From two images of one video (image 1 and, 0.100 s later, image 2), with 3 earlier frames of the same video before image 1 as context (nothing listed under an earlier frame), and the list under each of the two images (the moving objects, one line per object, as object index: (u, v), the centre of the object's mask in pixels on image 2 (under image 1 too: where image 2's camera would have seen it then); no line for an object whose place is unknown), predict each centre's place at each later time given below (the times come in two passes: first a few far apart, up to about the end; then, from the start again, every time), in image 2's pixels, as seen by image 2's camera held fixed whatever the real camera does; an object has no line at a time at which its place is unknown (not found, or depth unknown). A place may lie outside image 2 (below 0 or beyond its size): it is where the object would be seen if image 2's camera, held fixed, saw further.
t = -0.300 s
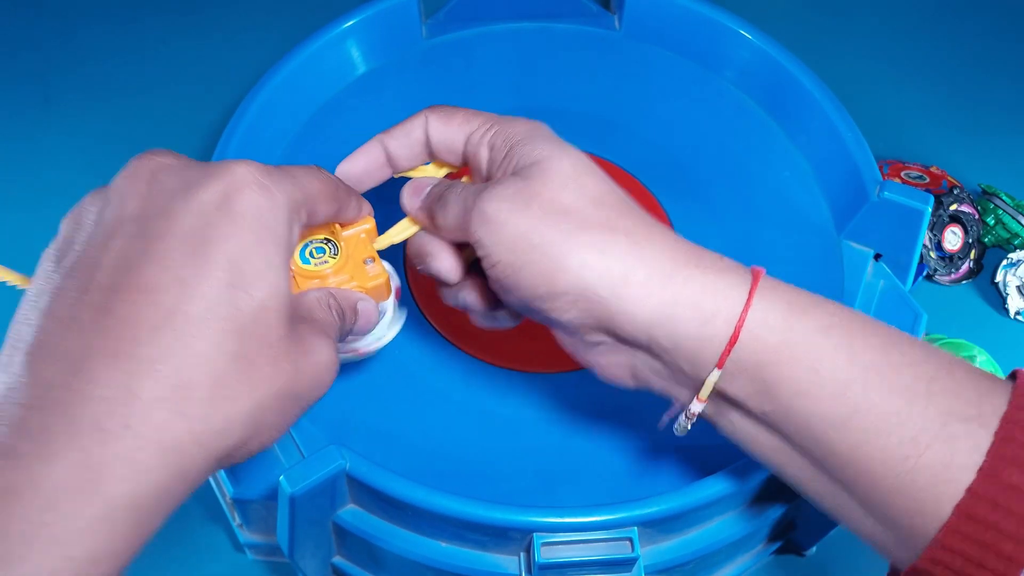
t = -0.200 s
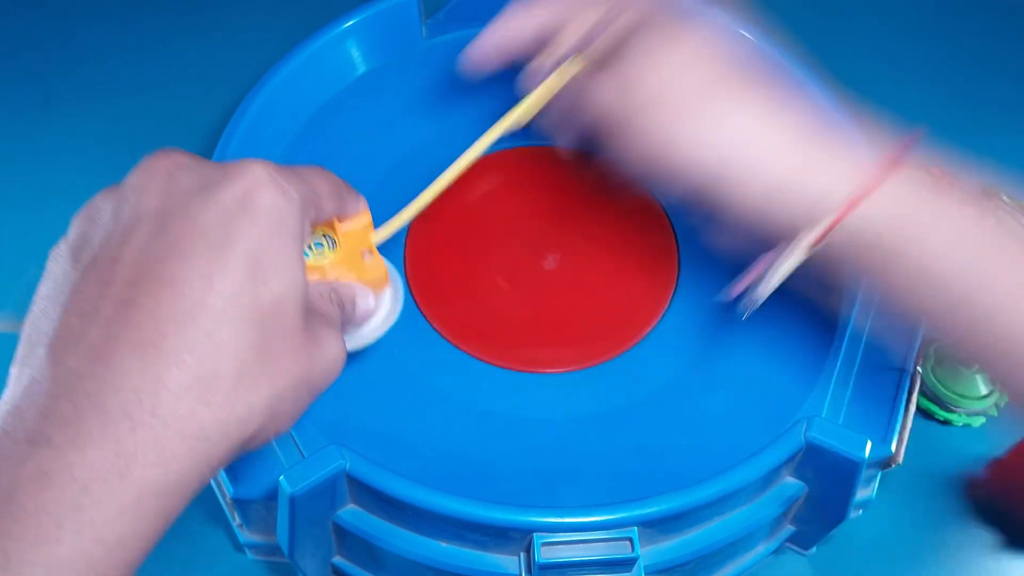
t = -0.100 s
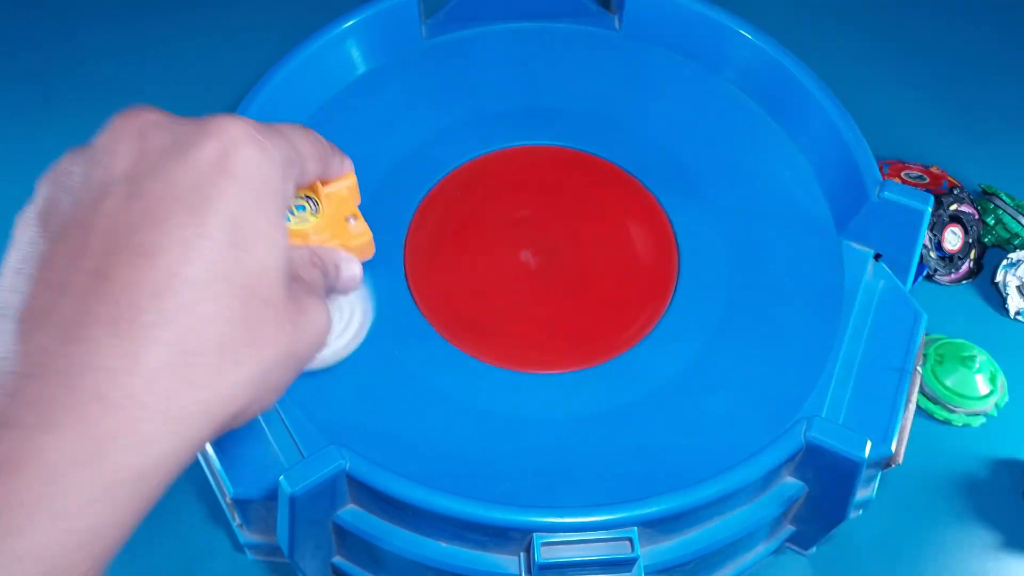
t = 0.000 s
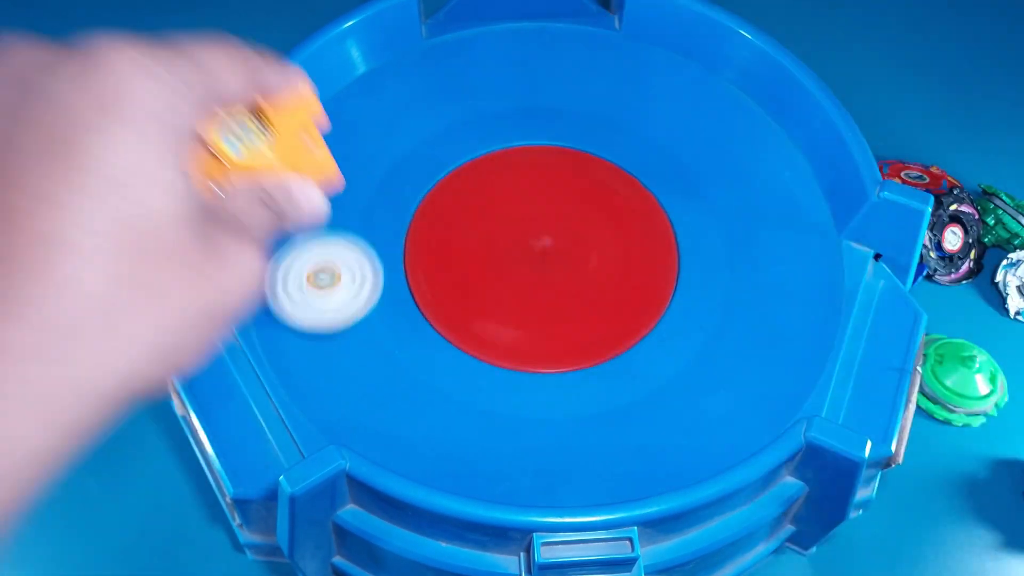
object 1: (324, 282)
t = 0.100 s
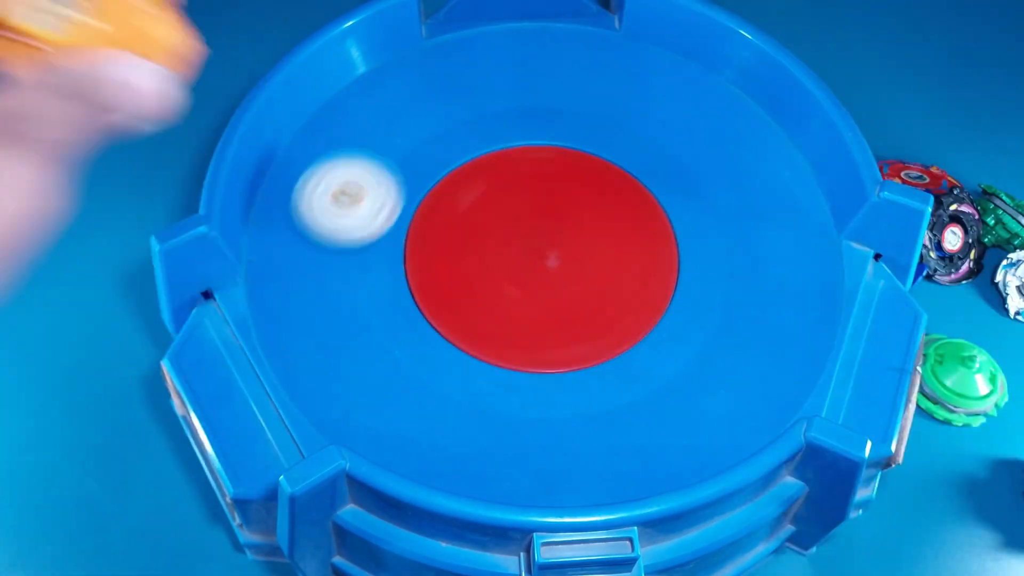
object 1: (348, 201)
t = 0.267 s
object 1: (442, 105)
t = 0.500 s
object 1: (544, 100)
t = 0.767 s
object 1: (683, 254)
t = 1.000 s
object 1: (407, 230)
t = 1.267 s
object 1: (677, 245)
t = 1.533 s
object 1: (413, 200)
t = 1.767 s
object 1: (670, 197)
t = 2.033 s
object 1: (409, 254)
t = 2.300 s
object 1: (648, 166)
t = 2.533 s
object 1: (468, 326)
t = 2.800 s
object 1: (540, 124)
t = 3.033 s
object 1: (618, 327)
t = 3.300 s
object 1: (437, 162)
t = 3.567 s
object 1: (678, 250)
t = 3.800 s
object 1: (414, 270)
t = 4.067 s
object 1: (599, 135)
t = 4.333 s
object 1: (497, 338)
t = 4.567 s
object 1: (468, 141)
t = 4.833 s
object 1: (668, 280)
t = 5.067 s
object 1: (410, 207)
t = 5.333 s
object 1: (653, 174)
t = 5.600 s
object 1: (432, 298)
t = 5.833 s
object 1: (511, 127)
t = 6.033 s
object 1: (677, 256)
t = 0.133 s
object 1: (367, 172)
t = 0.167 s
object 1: (387, 147)
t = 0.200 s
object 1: (404, 128)
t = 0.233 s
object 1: (421, 115)
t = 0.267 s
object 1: (442, 105)
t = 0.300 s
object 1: (463, 98)
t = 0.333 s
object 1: (479, 94)
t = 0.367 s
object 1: (494, 92)
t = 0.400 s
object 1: (508, 91)
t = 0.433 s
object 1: (521, 93)
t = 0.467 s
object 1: (533, 95)
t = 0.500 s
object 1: (544, 100)
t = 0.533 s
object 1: (554, 106)
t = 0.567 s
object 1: (564, 113)
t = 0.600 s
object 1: (574, 122)
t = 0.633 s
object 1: (592, 137)
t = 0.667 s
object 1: (621, 154)
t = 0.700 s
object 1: (653, 181)
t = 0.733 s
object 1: (679, 215)
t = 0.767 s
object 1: (683, 254)
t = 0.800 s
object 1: (665, 289)
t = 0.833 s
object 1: (626, 324)
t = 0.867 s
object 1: (564, 343)
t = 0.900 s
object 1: (502, 337)
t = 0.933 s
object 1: (449, 312)
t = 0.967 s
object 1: (418, 273)
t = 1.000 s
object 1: (407, 230)
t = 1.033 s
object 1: (418, 188)
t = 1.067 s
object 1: (447, 155)
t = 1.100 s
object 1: (488, 133)
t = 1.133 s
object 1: (537, 124)
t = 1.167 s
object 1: (587, 132)
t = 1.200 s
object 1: (635, 156)
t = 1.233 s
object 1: (669, 196)
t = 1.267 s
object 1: (677, 245)
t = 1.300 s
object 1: (659, 295)
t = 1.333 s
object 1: (613, 331)
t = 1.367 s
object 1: (553, 344)
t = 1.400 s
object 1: (494, 336)
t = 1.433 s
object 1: (447, 311)
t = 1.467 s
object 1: (418, 276)
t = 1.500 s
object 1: (407, 237)
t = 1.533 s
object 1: (413, 200)
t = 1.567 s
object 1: (432, 167)
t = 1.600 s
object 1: (465, 143)
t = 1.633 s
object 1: (504, 128)
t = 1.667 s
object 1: (550, 124)
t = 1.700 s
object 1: (595, 134)
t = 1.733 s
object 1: (638, 158)
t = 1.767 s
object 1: (670, 197)
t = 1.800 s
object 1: (679, 244)
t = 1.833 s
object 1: (662, 292)
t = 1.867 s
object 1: (619, 327)
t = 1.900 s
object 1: (564, 344)
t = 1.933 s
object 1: (507, 340)
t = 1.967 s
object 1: (459, 320)
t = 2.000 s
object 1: (426, 289)
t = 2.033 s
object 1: (409, 254)
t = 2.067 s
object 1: (407, 217)
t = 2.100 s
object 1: (421, 183)
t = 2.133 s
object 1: (447, 154)
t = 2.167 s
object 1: (481, 134)
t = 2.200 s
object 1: (522, 125)
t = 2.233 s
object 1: (567, 126)
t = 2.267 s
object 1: (611, 140)
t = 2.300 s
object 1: (648, 166)
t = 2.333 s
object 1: (673, 204)
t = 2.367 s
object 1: (679, 248)
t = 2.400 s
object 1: (662, 292)
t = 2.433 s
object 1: (622, 325)
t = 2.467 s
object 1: (570, 343)
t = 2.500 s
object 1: (516, 342)
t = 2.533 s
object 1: (468, 326)
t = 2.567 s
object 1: (433, 299)
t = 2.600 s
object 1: (412, 266)
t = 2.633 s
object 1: (406, 230)
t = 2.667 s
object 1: (413, 196)
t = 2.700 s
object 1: (433, 167)
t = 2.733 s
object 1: (463, 143)
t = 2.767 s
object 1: (499, 128)
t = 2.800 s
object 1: (540, 124)
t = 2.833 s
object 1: (582, 129)
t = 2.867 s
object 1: (622, 145)
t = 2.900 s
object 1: (654, 173)
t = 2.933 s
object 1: (675, 210)
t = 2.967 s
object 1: (678, 253)
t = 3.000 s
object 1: (658, 295)
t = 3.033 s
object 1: (618, 327)
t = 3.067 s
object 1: (565, 343)
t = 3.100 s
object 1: (511, 341)
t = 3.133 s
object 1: (463, 323)
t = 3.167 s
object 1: (428, 293)
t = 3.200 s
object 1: (410, 259)
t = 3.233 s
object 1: (406, 224)
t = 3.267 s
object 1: (416, 191)
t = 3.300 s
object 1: (437, 162)
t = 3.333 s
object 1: (467, 141)
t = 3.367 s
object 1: (502, 128)
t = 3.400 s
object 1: (542, 123)
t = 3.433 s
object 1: (583, 129)
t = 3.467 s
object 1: (622, 146)
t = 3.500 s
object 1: (653, 172)
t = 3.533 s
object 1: (674, 208)
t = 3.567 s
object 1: (678, 250)
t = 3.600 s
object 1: (661, 292)
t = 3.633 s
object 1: (623, 325)
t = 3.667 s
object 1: (574, 342)
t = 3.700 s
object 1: (520, 343)
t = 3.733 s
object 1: (472, 327)
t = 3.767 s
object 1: (435, 302)
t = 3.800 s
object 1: (414, 270)
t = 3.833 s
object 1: (406, 236)
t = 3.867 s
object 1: (410, 203)
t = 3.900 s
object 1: (426, 174)
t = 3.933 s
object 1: (452, 150)
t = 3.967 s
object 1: (484, 133)
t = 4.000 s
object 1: (521, 124)
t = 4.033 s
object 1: (560, 125)
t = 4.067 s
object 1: (599, 135)
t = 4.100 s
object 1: (635, 155)
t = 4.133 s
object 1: (662, 185)
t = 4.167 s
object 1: (678, 223)
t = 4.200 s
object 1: (674, 266)
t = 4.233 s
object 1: (648, 307)
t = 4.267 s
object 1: (604, 334)
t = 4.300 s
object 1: (550, 345)
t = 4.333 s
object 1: (497, 338)
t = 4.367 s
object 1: (453, 316)
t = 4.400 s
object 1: (422, 284)
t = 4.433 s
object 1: (408, 251)
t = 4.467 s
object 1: (407, 217)
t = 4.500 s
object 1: (418, 186)
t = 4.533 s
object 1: (440, 160)
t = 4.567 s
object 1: (468, 141)
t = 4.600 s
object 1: (500, 128)
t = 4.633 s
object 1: (537, 124)
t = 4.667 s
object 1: (576, 128)
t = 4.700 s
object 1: (613, 141)
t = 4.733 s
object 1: (645, 164)
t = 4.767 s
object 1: (669, 197)
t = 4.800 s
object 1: (679, 238)
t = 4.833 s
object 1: (668, 280)
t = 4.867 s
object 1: (636, 317)
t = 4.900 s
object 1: (589, 340)
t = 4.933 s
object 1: (535, 345)
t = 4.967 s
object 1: (441, 307)
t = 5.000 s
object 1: (416, 274)
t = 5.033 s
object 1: (406, 240)
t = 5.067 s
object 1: (410, 207)
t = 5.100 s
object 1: (424, 178)
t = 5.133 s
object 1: (446, 154)
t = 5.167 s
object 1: (475, 137)
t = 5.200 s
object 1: (509, 127)
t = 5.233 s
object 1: (546, 124)
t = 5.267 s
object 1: (583, 130)
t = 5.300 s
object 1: (621, 146)
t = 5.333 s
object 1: (653, 174)
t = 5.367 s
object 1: (674, 210)
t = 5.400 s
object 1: (678, 253)
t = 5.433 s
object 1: (660, 294)
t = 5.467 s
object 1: (621, 326)
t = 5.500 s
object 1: (568, 344)
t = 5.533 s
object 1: (514, 343)
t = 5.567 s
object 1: (467, 325)
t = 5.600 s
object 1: (432, 298)
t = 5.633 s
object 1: (412, 266)
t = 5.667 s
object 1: (406, 233)
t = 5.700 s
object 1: (411, 203)
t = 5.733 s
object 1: (426, 176)
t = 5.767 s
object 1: (449, 153)
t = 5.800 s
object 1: (478, 136)
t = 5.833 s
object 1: (511, 127)
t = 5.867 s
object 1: (548, 125)
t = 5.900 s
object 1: (586, 132)
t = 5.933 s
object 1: (624, 149)
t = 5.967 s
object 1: (655, 176)
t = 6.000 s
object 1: (675, 213)
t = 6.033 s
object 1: (677, 256)
